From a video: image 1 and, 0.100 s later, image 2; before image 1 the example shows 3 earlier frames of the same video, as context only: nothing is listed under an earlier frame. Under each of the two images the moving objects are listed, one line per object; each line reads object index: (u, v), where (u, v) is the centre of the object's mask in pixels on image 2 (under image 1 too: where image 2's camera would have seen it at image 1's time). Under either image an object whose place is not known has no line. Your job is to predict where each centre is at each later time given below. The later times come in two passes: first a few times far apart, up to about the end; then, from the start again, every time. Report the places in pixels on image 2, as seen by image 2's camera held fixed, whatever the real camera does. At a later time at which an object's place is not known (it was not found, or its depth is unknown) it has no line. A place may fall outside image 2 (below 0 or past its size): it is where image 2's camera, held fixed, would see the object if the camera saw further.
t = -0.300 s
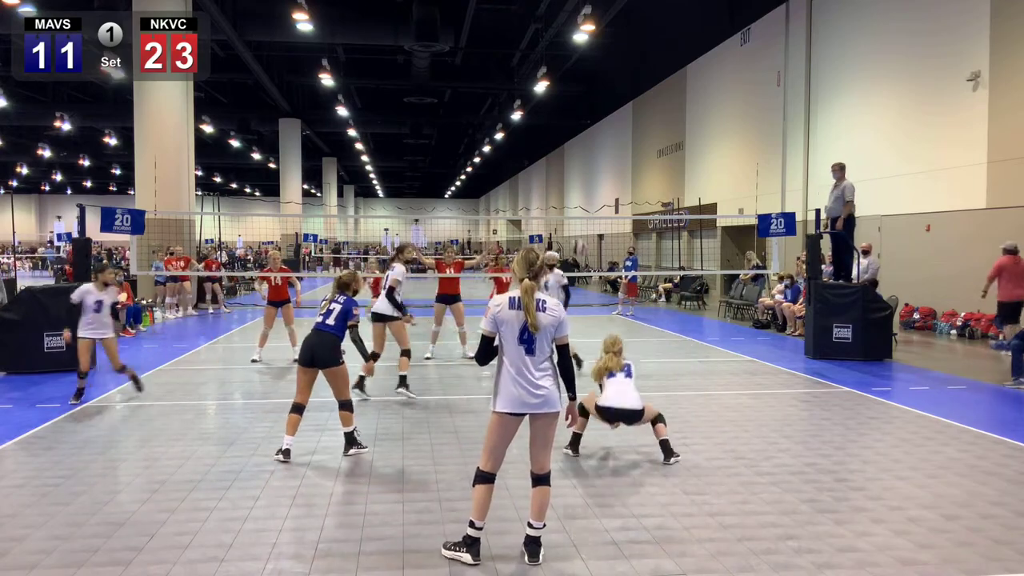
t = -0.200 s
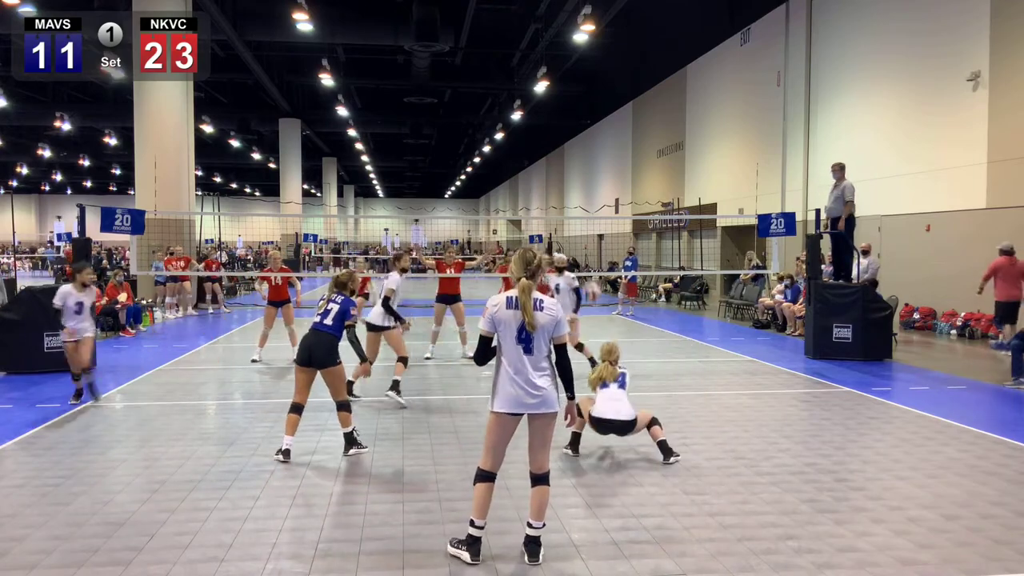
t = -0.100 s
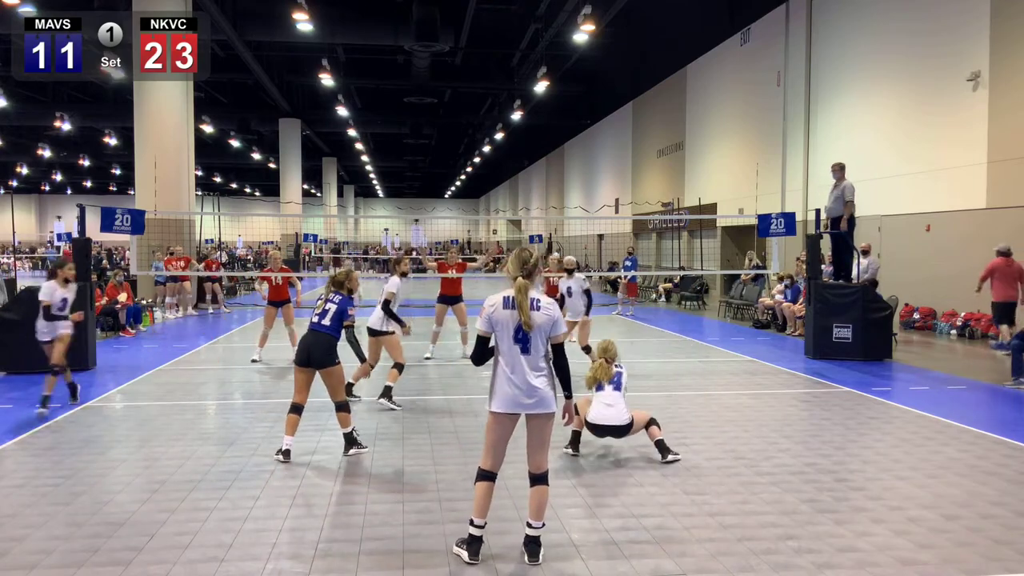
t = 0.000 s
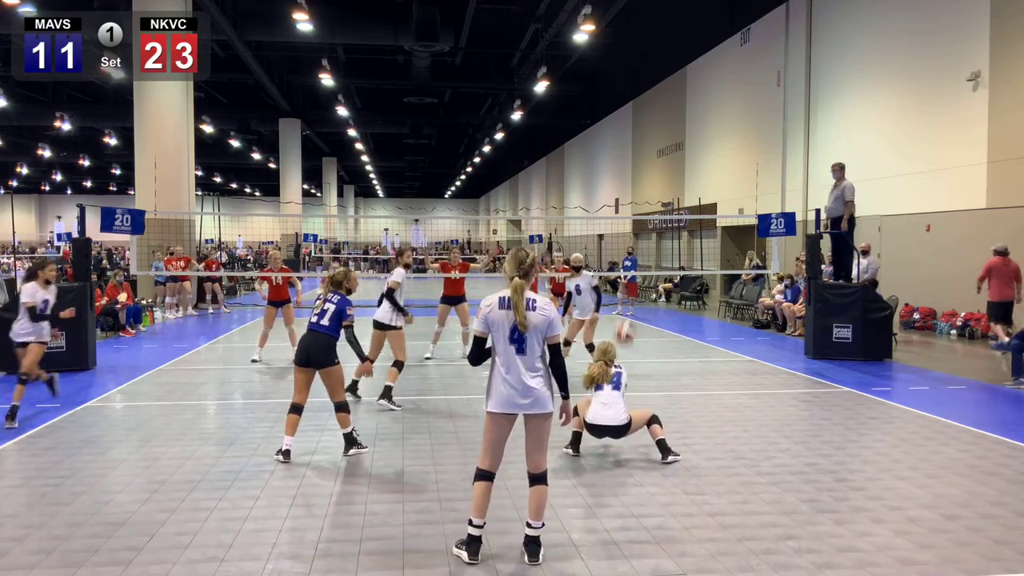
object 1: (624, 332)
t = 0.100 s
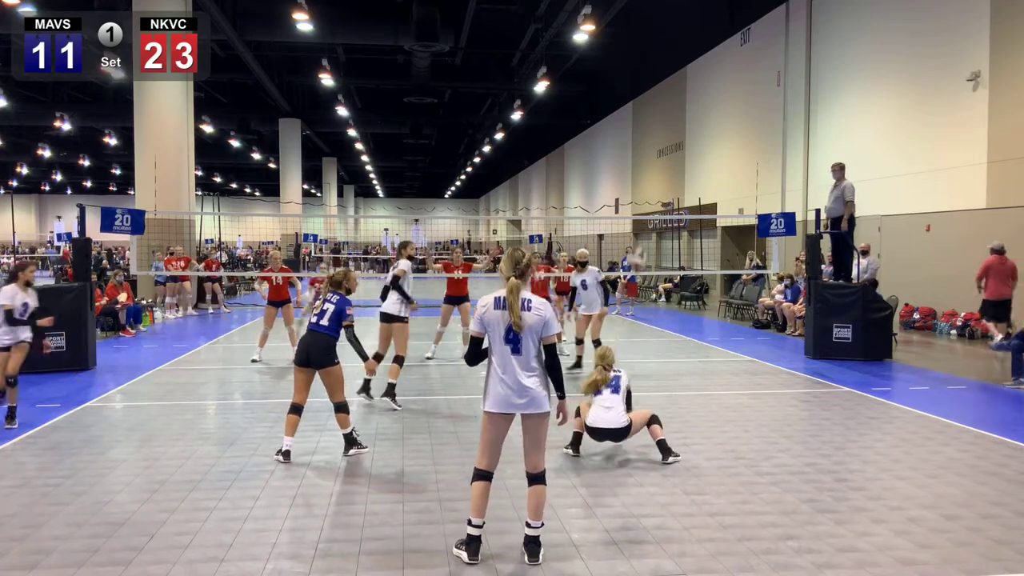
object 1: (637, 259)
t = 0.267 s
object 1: (657, 172)
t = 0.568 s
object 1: (691, 91)
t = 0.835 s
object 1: (717, 92)
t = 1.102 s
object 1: (739, 147)
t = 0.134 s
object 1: (641, 236)
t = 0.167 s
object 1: (646, 217)
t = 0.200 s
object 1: (649, 204)
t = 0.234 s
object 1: (654, 186)
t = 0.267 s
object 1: (657, 172)
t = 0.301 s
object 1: (661, 156)
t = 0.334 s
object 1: (665, 144)
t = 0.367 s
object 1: (669, 132)
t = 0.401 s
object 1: (672, 123)
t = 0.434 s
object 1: (676, 115)
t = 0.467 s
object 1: (679, 107)
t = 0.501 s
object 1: (684, 100)
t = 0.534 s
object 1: (687, 95)
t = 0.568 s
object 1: (691, 91)
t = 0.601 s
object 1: (694, 88)
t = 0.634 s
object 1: (698, 85)
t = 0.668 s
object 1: (700, 84)
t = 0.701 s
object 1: (705, 83)
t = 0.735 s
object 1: (708, 84)
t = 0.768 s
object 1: (710, 85)
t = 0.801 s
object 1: (714, 88)
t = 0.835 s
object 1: (717, 92)
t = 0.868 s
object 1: (720, 95)
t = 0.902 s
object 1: (723, 101)
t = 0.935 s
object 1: (726, 107)
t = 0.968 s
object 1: (729, 114)
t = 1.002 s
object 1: (731, 122)
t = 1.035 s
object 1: (734, 128)
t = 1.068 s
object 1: (737, 138)
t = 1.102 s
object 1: (739, 147)
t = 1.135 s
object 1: (741, 157)
